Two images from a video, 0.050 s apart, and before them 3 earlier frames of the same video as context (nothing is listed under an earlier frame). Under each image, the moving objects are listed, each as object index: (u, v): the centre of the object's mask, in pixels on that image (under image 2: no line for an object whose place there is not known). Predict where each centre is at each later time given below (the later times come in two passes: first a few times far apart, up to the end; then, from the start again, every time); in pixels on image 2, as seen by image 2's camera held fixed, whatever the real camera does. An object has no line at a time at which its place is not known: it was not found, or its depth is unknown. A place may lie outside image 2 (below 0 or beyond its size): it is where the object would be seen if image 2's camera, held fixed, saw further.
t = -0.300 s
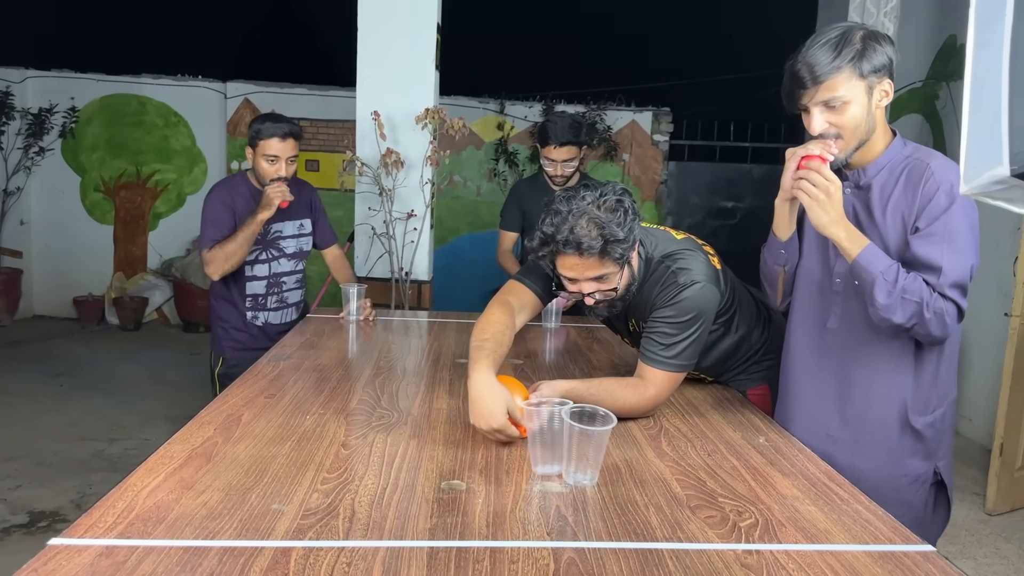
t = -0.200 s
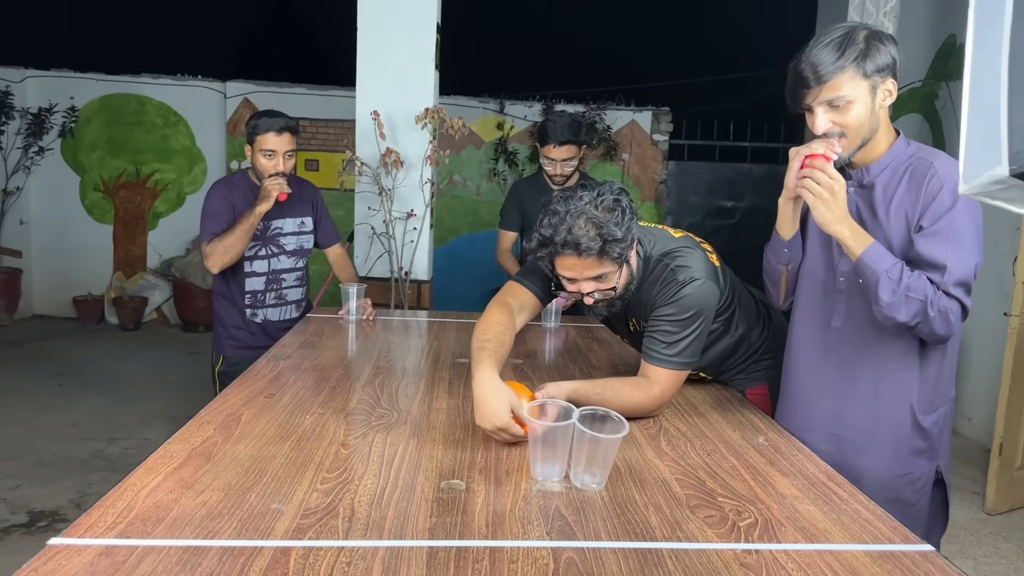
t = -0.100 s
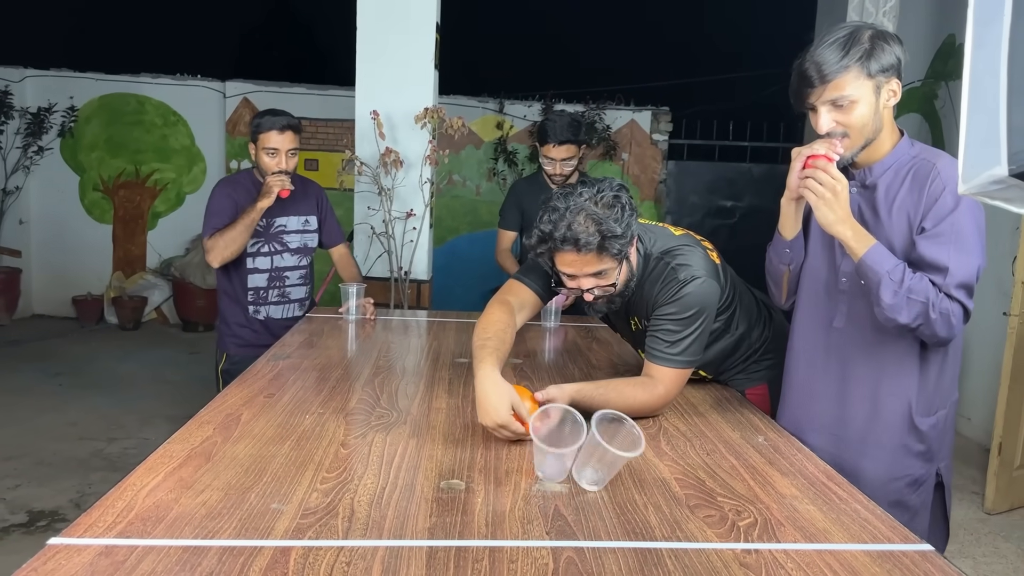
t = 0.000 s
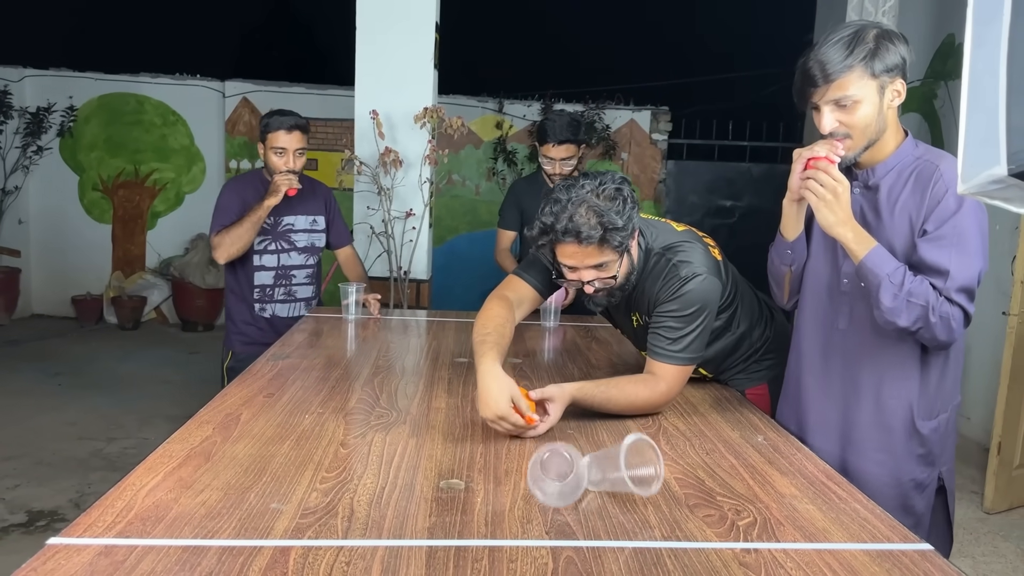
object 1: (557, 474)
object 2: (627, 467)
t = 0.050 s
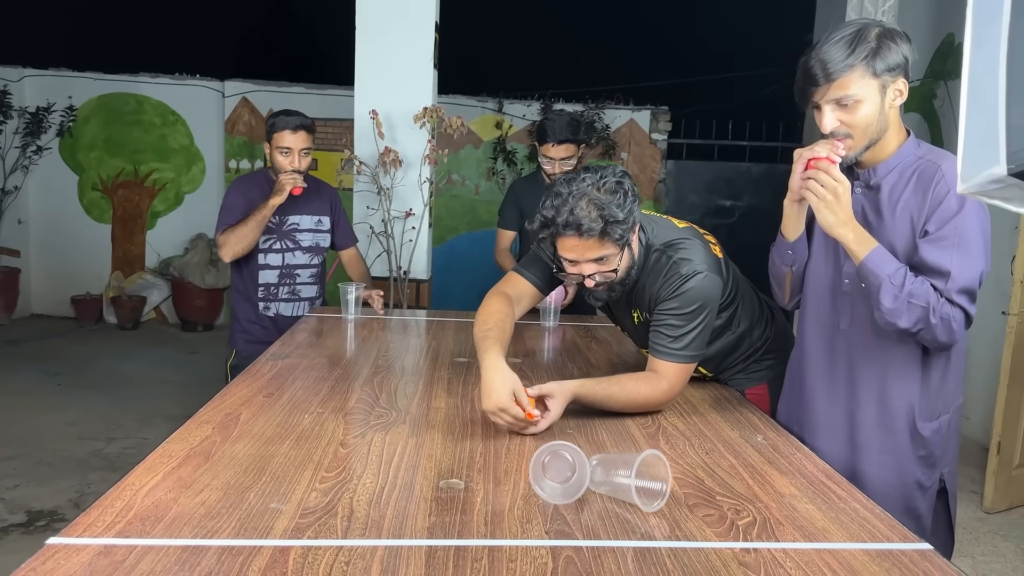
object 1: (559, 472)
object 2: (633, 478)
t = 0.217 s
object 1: (570, 486)
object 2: (643, 486)
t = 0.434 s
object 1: (576, 487)
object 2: (644, 487)
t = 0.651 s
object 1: (577, 486)
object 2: (645, 486)
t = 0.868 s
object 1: (575, 486)
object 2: (644, 486)
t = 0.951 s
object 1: (575, 486)
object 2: (644, 486)
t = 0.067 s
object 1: (561, 472)
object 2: (634, 477)
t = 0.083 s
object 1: (562, 473)
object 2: (636, 477)
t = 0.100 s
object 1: (563, 476)
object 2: (637, 479)
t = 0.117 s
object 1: (564, 481)
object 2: (638, 481)
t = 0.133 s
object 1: (565, 485)
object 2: (639, 484)
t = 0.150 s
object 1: (566, 484)
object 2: (640, 484)
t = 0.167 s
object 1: (567, 483)
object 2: (641, 484)
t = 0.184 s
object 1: (568, 485)
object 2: (642, 485)
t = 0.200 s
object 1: (569, 486)
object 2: (642, 485)
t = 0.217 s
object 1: (570, 486)
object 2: (643, 486)
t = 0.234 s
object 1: (571, 486)
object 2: (643, 486)
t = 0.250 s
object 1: (572, 486)
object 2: (643, 486)
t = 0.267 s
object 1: (574, 487)
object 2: (644, 486)
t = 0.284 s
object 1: (575, 487)
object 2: (644, 486)
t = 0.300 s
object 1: (575, 487)
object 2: (644, 486)
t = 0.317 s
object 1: (576, 487)
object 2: (644, 486)
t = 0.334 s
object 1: (576, 487)
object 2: (644, 486)
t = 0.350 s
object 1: (576, 487)
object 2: (644, 487)
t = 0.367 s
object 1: (576, 487)
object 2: (644, 487)
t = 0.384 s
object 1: (576, 487)
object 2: (644, 487)
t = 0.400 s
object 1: (576, 487)
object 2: (644, 487)
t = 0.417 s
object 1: (576, 487)
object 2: (644, 487)
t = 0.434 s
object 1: (576, 487)
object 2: (644, 487)
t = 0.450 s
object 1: (576, 486)
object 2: (645, 487)
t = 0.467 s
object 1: (576, 486)
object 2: (645, 487)
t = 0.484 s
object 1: (576, 486)
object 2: (644, 486)
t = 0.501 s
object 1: (576, 487)
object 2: (645, 487)
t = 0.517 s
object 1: (576, 486)
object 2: (645, 486)
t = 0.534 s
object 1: (577, 486)
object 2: (645, 486)
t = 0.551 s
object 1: (577, 486)
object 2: (645, 486)
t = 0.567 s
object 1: (577, 486)
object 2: (645, 486)
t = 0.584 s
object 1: (577, 486)
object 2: (645, 486)
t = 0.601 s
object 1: (577, 486)
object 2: (645, 486)
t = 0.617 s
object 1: (577, 486)
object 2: (645, 486)
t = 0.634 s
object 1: (577, 486)
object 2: (645, 486)
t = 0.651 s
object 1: (577, 486)
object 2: (645, 486)
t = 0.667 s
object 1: (577, 486)
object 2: (645, 486)
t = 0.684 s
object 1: (576, 486)
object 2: (644, 486)
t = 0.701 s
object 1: (575, 486)
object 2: (644, 486)
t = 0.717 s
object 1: (575, 486)
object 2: (644, 486)
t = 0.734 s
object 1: (575, 486)
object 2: (644, 486)
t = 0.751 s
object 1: (575, 486)
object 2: (644, 486)
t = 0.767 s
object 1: (575, 486)
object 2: (644, 486)
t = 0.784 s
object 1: (575, 486)
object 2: (644, 486)
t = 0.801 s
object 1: (576, 486)
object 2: (644, 486)
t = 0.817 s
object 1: (576, 486)
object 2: (644, 486)
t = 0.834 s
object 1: (575, 486)
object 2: (644, 486)
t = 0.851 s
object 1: (575, 486)
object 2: (644, 486)
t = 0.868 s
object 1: (575, 486)
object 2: (644, 486)
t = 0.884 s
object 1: (575, 486)
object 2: (644, 486)
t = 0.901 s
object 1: (575, 486)
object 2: (644, 486)
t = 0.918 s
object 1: (575, 486)
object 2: (644, 486)
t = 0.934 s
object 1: (575, 486)
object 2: (644, 486)
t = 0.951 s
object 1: (575, 486)
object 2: (644, 486)
